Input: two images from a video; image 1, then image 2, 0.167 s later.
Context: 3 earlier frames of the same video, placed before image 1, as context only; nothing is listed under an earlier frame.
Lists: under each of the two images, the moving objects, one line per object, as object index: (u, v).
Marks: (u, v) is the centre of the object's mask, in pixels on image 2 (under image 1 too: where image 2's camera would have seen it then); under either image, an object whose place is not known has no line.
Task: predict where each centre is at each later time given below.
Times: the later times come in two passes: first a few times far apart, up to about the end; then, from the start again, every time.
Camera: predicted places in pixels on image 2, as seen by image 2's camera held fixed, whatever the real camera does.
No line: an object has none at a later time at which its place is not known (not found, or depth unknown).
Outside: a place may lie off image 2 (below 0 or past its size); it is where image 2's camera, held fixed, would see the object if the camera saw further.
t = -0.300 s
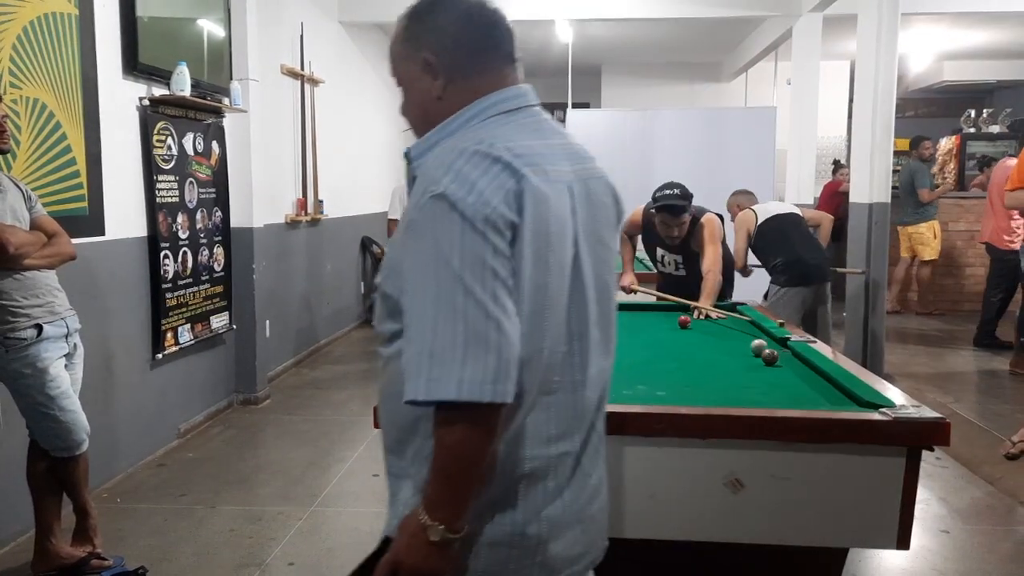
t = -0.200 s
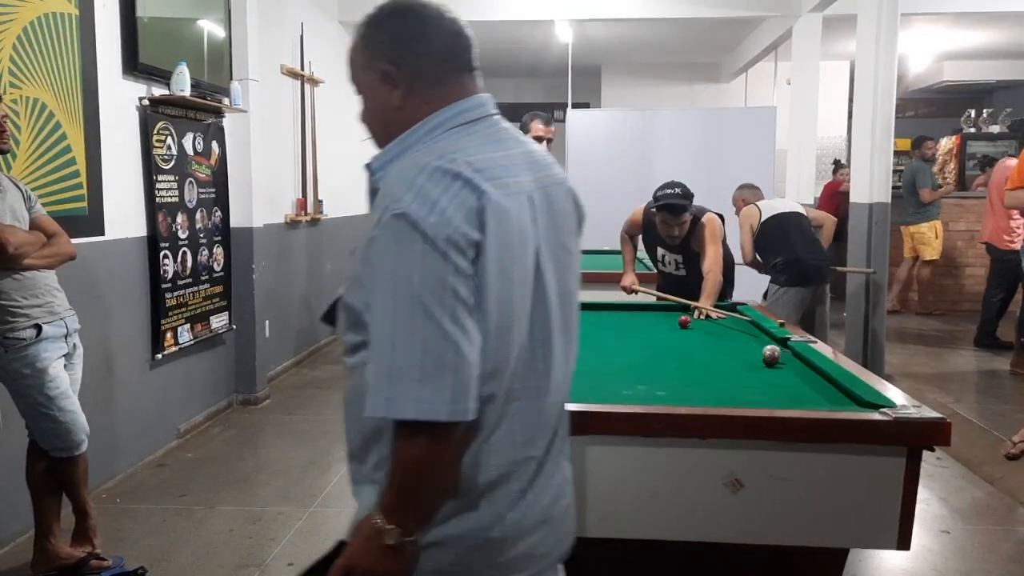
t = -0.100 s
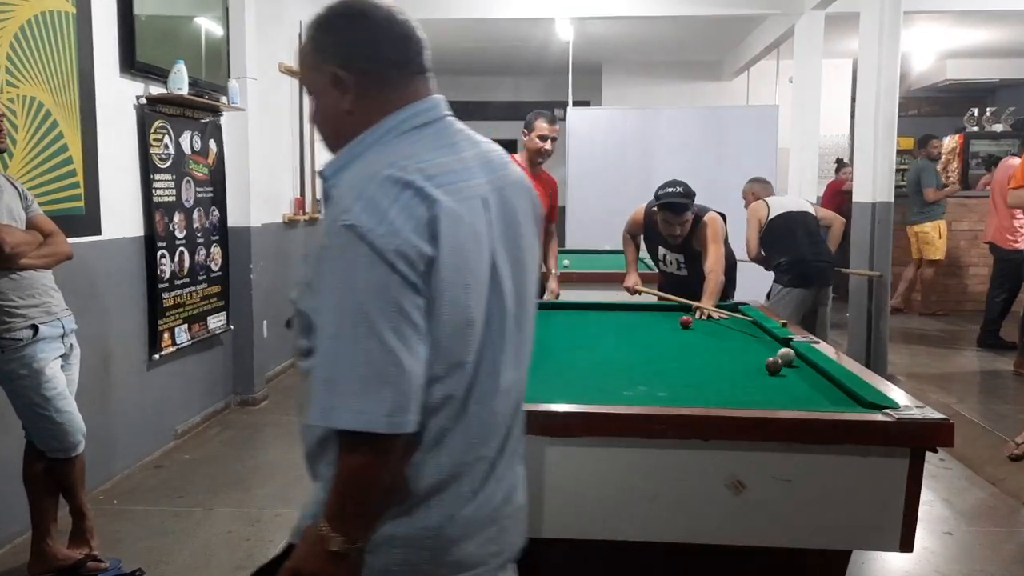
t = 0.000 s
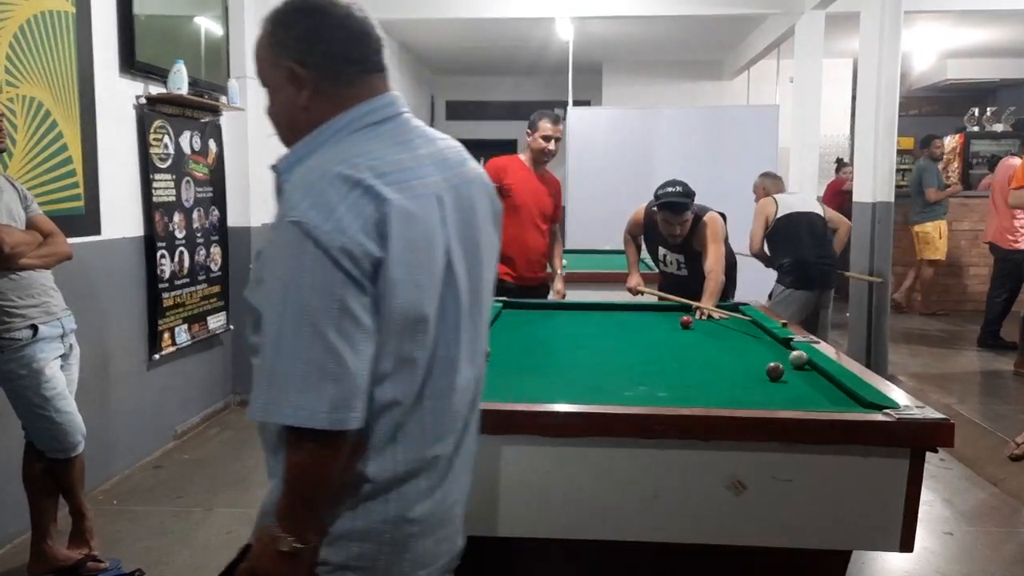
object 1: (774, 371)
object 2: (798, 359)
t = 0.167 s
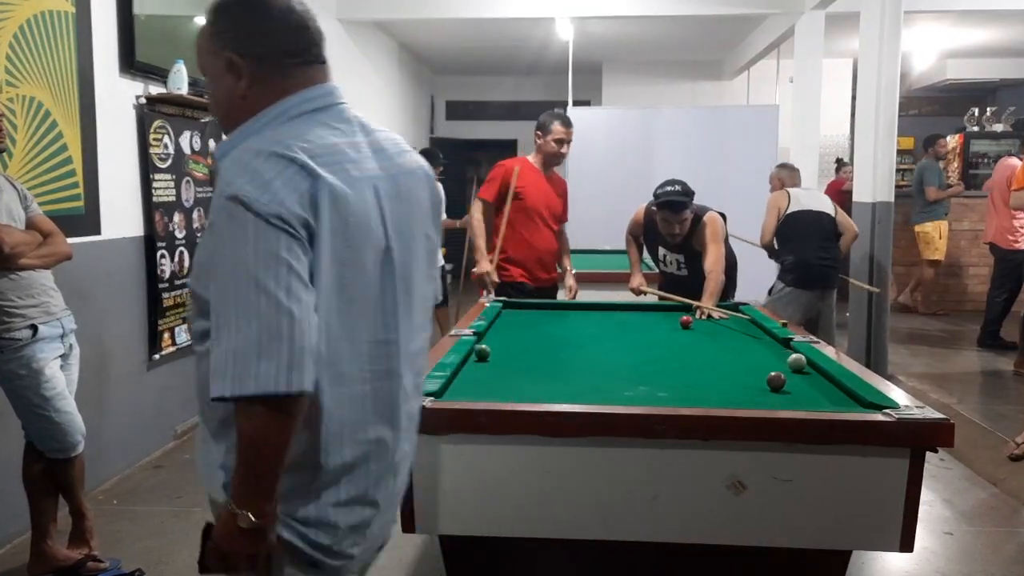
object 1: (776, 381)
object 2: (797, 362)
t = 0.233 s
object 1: (776, 385)
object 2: (795, 363)
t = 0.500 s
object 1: (779, 399)
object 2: (791, 368)
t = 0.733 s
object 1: (765, 397)
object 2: (788, 371)
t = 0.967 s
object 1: (748, 389)
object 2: (786, 375)
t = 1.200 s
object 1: (734, 380)
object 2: (783, 378)
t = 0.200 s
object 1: (776, 383)
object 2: (796, 363)
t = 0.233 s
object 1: (776, 385)
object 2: (795, 363)
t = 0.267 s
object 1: (777, 387)
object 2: (795, 364)
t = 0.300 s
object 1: (777, 389)
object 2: (794, 364)
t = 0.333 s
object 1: (777, 392)
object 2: (794, 365)
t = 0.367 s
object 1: (778, 394)
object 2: (793, 365)
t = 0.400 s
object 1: (778, 395)
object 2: (793, 366)
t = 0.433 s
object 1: (778, 396)
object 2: (792, 367)
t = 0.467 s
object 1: (779, 397)
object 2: (792, 367)
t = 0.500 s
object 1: (779, 399)
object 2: (791, 368)
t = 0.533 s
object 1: (779, 400)
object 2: (790, 369)
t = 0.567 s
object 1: (780, 401)
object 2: (790, 369)
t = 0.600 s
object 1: (776, 400)
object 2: (789, 370)
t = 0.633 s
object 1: (773, 399)
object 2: (789, 370)
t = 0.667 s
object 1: (770, 398)
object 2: (788, 371)
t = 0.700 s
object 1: (768, 398)
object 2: (788, 371)
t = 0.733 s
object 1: (765, 397)
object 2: (788, 371)
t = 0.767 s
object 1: (763, 396)
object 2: (788, 372)
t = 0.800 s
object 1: (761, 395)
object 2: (788, 372)
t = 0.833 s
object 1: (758, 394)
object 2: (788, 373)
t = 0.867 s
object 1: (756, 393)
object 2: (787, 373)
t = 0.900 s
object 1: (753, 392)
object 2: (787, 374)
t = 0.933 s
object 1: (751, 390)
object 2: (786, 374)
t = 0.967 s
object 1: (748, 389)
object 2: (786, 375)
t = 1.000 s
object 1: (746, 388)
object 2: (785, 375)
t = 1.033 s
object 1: (744, 386)
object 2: (785, 376)
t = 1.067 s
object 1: (742, 385)
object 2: (785, 376)
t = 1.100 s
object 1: (740, 384)
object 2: (784, 377)
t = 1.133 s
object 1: (738, 383)
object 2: (784, 377)
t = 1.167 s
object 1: (736, 381)
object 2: (784, 378)
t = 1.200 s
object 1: (734, 380)
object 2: (783, 378)
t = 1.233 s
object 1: (732, 379)
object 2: (783, 378)
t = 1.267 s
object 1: (730, 378)
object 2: (783, 379)
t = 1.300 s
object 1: (728, 377)
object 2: (782, 379)
